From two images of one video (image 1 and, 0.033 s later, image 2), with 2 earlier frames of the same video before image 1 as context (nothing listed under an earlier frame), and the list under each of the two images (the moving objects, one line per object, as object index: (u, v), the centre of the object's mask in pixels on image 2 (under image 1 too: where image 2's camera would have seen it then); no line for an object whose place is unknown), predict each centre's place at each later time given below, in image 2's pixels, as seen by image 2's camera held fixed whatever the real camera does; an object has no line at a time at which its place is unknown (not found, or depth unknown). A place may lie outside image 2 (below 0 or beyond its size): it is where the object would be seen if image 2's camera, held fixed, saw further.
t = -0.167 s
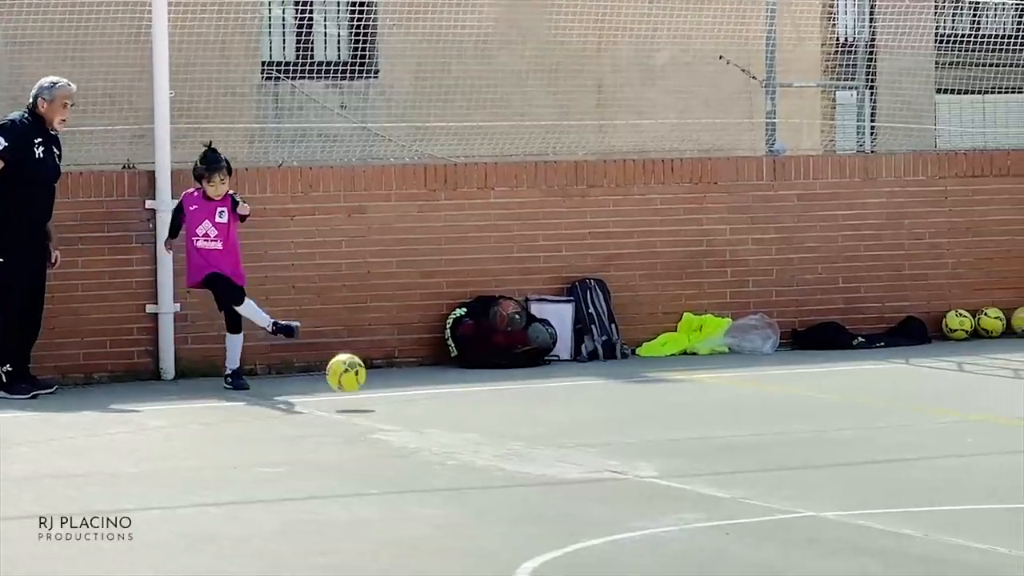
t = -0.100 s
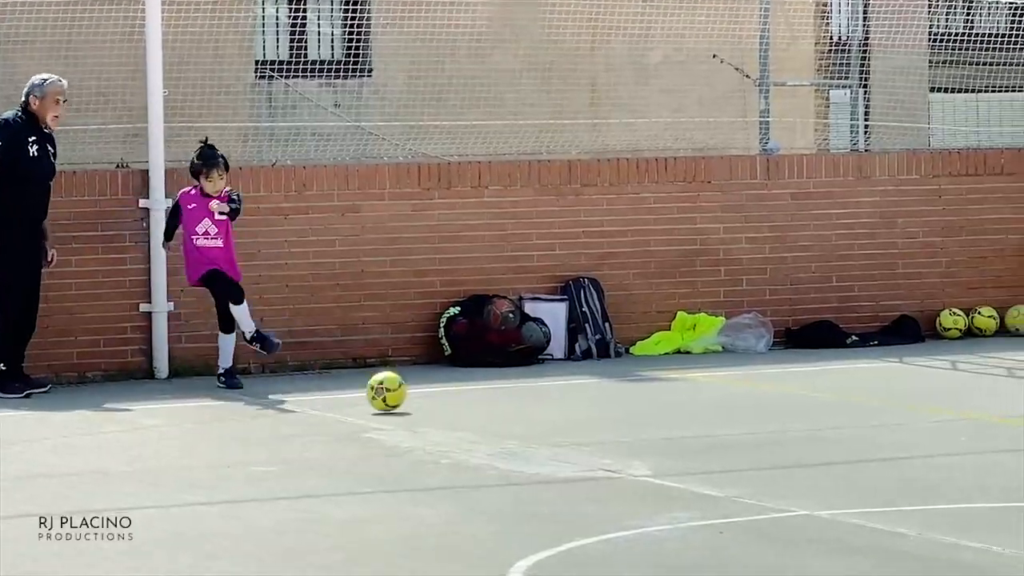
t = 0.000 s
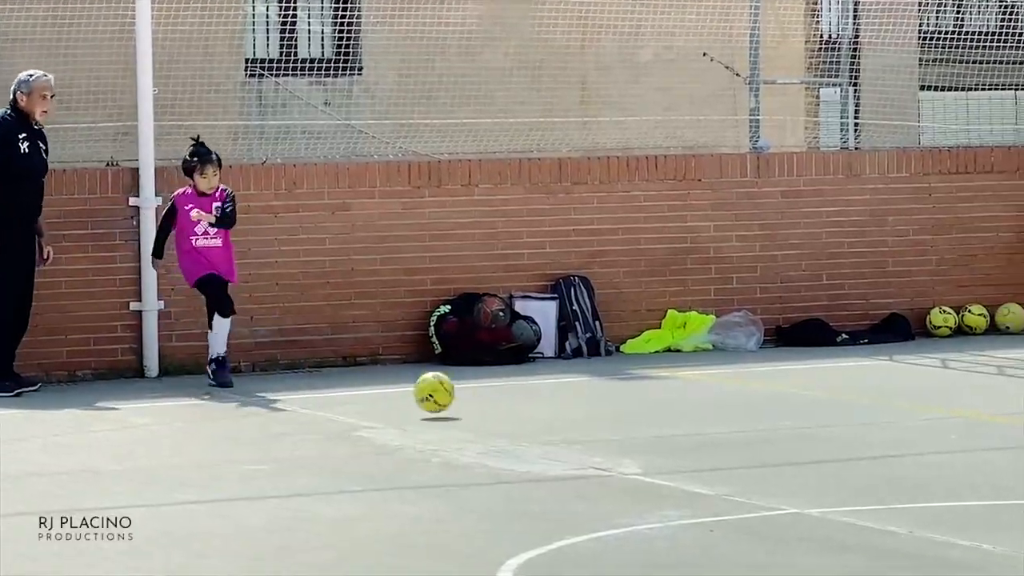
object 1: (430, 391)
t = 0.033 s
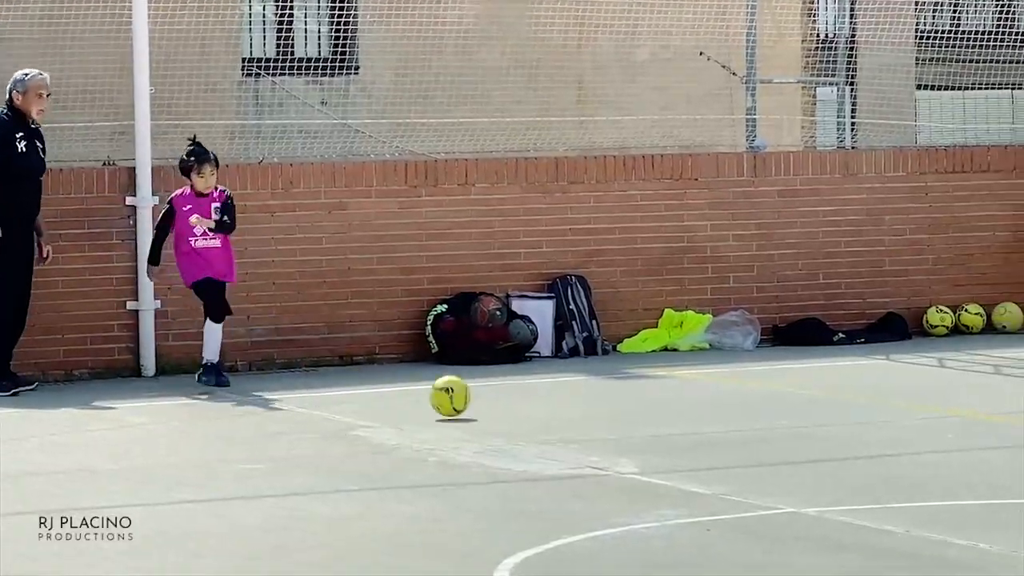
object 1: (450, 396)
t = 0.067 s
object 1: (469, 401)
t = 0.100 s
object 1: (485, 401)
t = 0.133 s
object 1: (502, 404)
